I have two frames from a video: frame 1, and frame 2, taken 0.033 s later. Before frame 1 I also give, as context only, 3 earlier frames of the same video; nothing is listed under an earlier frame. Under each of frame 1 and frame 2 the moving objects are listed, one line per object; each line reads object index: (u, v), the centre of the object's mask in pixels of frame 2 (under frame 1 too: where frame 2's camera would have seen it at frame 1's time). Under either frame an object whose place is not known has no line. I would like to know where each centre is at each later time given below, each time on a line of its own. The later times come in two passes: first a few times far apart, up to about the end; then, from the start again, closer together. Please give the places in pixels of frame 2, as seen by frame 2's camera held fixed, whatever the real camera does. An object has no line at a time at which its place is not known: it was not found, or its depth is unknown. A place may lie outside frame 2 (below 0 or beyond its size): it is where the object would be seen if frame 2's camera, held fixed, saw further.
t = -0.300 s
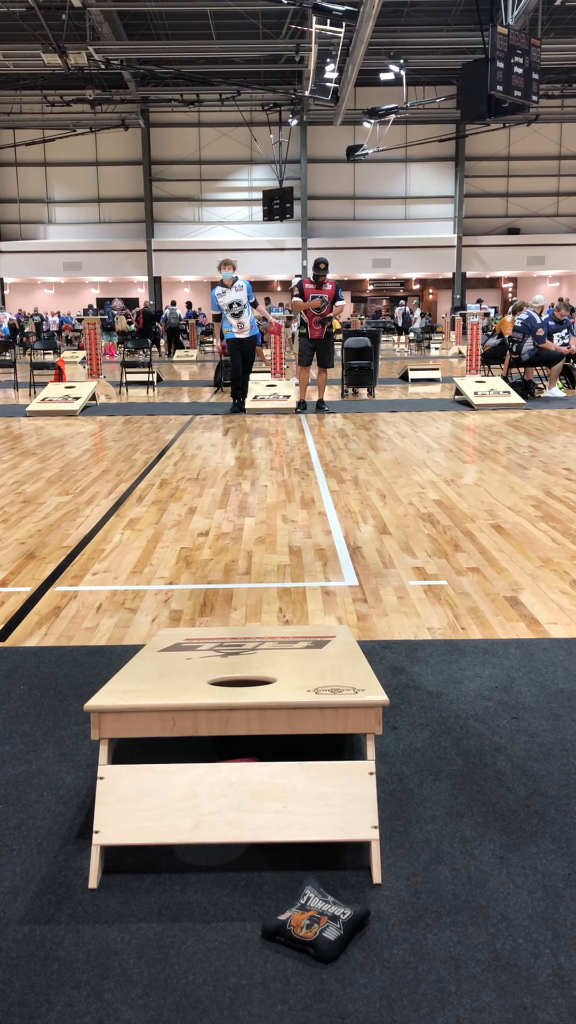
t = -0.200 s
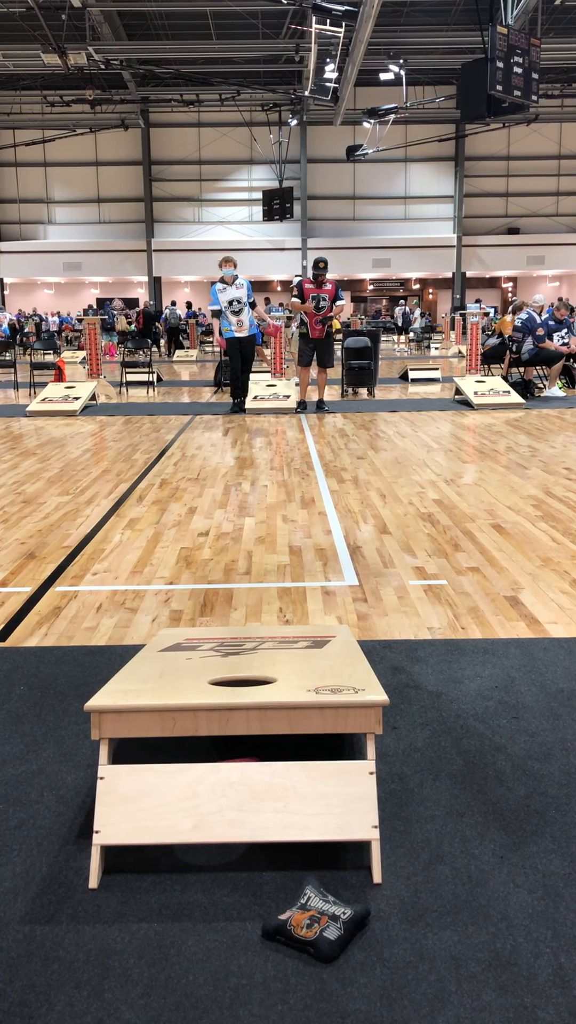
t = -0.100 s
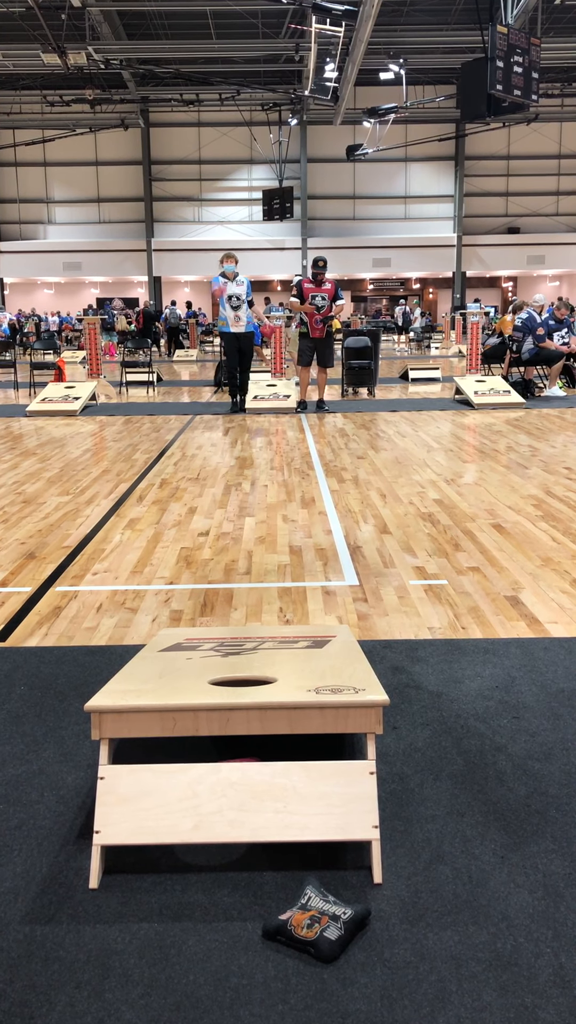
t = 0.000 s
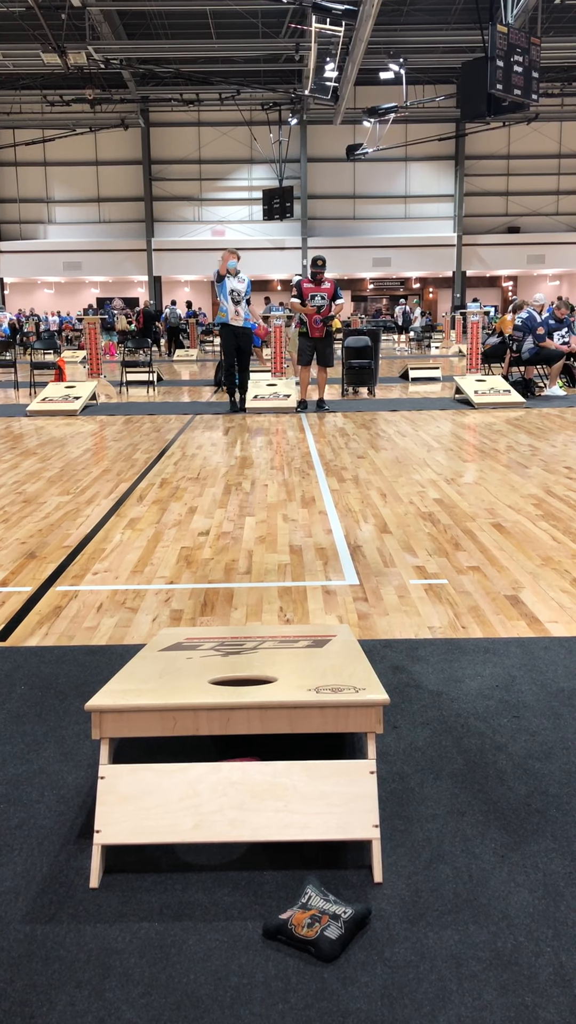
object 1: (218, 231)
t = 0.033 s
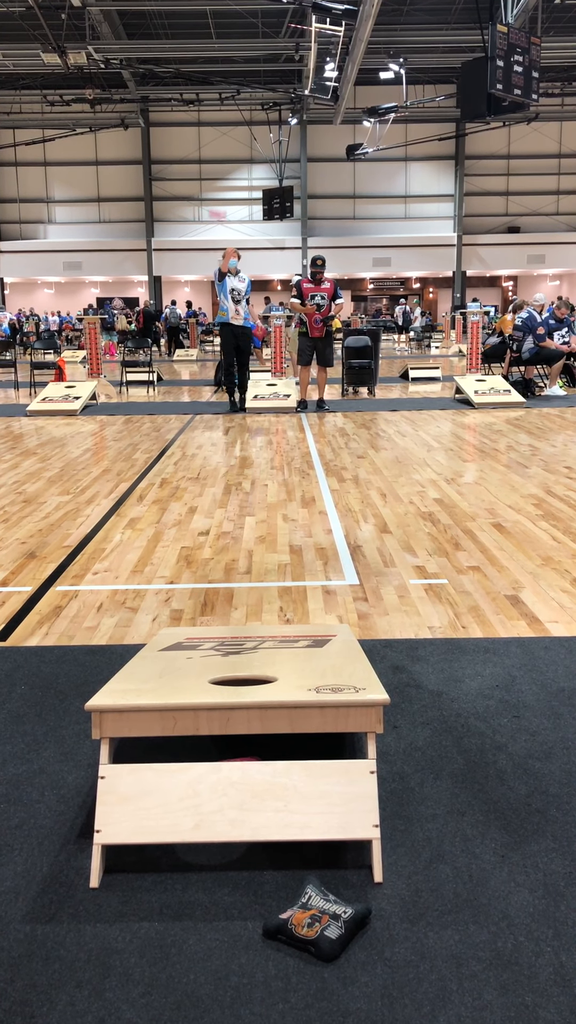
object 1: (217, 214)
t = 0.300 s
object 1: (213, 86)
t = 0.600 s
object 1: (210, 14)
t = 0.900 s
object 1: (212, 98)
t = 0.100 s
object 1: (215, 179)
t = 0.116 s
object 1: (215, 170)
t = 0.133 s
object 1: (215, 161)
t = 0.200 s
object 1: (214, 130)
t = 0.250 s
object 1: (213, 106)
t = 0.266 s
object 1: (213, 100)
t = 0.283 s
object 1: (212, 94)
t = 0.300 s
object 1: (213, 86)
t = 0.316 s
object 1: (212, 80)
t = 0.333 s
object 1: (213, 75)
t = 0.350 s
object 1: (212, 69)
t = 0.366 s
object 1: (212, 62)
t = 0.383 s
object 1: (212, 57)
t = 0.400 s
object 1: (211, 51)
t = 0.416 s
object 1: (212, 46)
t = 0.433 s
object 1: (212, 42)
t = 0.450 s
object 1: (212, 37)
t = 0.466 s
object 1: (211, 33)
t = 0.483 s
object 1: (211, 30)
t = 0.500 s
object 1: (210, 26)
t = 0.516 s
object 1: (210, 23)
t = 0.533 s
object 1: (210, 21)
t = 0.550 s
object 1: (210, 18)
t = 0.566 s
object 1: (210, 16)
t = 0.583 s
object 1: (210, 15)
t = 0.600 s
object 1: (210, 14)
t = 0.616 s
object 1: (210, 14)
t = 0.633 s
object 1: (210, 13)
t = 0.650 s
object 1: (210, 14)
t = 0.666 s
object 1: (210, 15)
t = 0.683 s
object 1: (210, 16)
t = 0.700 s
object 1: (209, 18)
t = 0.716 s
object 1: (210, 21)
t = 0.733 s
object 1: (210, 24)
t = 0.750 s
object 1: (210, 28)
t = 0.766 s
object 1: (211, 33)
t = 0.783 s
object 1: (210, 38)
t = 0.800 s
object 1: (211, 44)
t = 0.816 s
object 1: (210, 52)
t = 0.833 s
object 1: (211, 59)
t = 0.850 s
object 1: (211, 68)
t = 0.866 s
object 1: (211, 78)
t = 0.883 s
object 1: (212, 87)
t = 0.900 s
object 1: (212, 98)
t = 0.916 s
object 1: (212, 112)
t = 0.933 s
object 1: (212, 125)
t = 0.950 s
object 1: (212, 140)
